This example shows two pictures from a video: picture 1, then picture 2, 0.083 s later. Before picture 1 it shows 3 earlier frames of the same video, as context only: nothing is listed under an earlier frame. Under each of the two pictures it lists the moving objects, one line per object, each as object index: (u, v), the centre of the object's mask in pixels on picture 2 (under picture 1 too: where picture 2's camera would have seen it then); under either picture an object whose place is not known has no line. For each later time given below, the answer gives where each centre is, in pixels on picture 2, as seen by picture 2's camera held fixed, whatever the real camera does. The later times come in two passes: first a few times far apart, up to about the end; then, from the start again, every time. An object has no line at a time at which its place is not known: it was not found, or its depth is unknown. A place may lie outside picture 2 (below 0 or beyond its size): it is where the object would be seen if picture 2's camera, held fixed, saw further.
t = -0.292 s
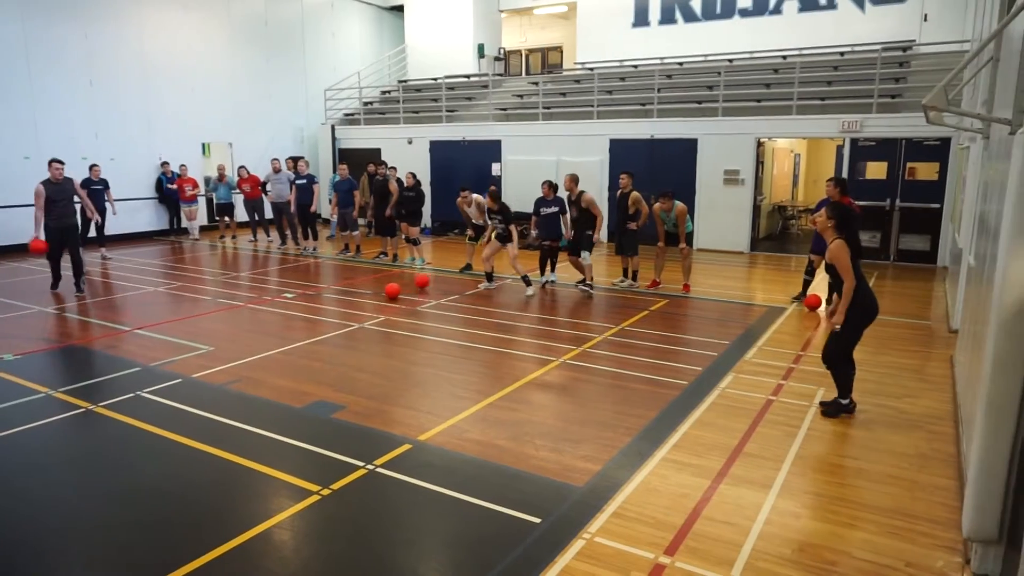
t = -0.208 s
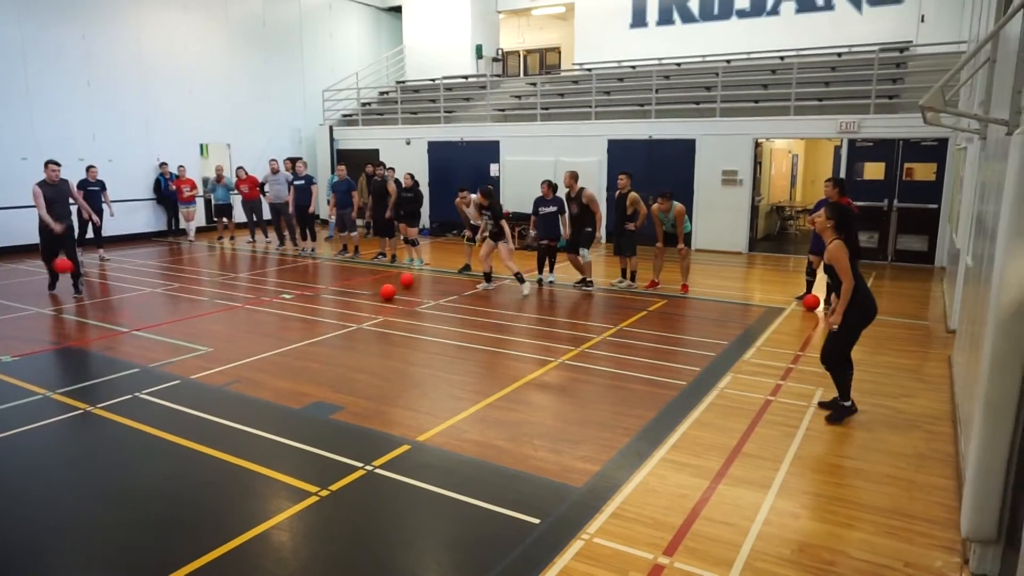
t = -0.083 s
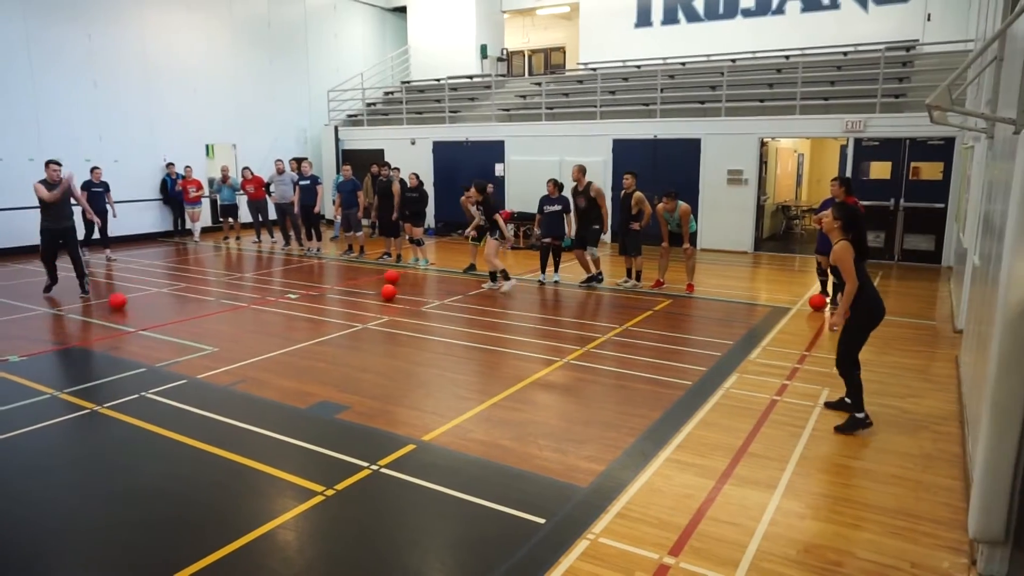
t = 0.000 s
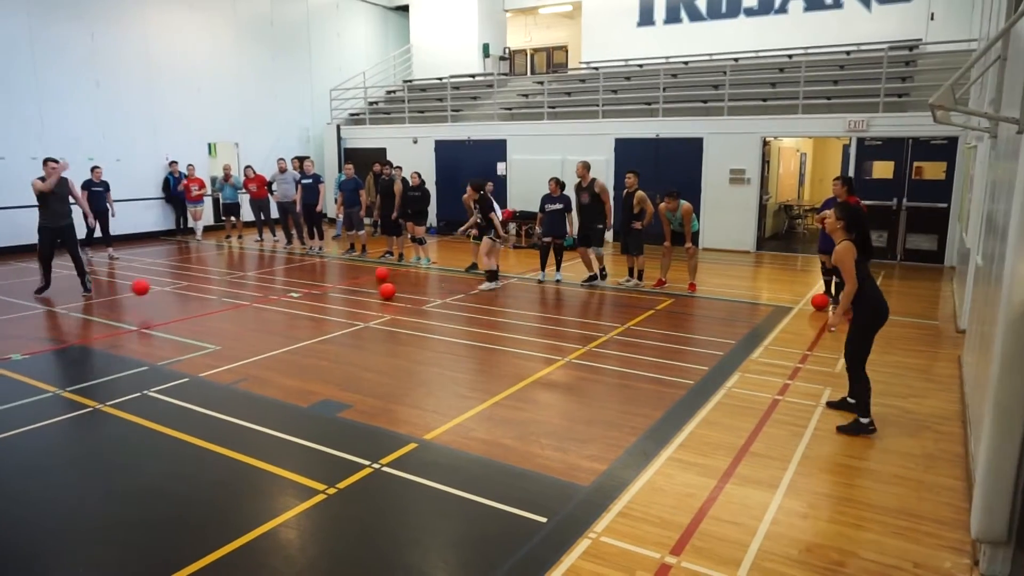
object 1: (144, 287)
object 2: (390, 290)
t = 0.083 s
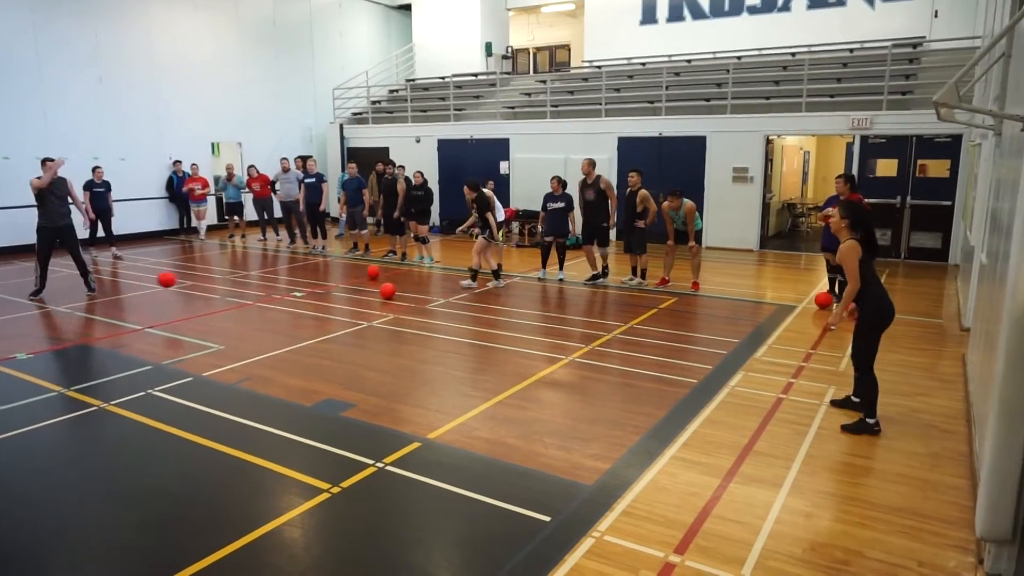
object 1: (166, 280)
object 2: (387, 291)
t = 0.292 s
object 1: (223, 285)
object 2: (381, 292)
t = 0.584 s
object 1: (313, 308)
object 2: (371, 293)
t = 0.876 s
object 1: (400, 329)
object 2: (363, 294)
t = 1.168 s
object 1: (498, 340)
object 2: (353, 296)
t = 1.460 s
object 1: (595, 355)
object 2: (345, 296)
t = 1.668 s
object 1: (674, 366)
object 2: (339, 297)
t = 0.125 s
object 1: (176, 278)
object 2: (387, 291)
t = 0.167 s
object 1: (190, 277)
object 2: (385, 291)
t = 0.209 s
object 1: (199, 278)
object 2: (384, 291)
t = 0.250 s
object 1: (214, 281)
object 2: (382, 292)
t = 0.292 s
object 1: (223, 285)
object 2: (381, 292)
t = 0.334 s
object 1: (239, 292)
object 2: (379, 292)
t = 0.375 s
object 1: (249, 298)
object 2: (379, 292)
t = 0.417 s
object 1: (265, 308)
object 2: (377, 292)
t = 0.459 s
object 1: (275, 318)
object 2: (376, 292)
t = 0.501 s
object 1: (289, 313)
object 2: (374, 292)
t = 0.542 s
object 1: (299, 311)
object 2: (373, 293)
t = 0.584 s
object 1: (313, 308)
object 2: (371, 293)
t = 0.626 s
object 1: (323, 308)
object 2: (370, 293)
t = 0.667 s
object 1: (338, 310)
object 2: (369, 293)
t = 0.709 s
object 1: (349, 313)
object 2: (368, 293)
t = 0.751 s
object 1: (364, 318)
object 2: (366, 294)
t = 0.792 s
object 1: (375, 323)
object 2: (365, 294)
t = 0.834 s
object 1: (391, 331)
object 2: (363, 294)
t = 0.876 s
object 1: (400, 329)
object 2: (363, 294)
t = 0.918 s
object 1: (416, 328)
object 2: (361, 294)
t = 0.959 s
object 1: (427, 328)
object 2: (360, 295)
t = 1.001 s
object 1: (443, 331)
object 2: (358, 295)
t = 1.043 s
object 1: (454, 334)
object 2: (357, 295)
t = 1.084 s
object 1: (471, 341)
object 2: (355, 296)
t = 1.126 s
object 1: (482, 339)
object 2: (355, 296)
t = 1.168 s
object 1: (498, 340)
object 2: (353, 296)
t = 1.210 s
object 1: (510, 342)
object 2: (352, 296)
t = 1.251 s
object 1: (526, 347)
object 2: (351, 296)
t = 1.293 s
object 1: (538, 348)
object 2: (350, 296)
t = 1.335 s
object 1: (555, 349)
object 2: (348, 296)
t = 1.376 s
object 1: (567, 352)
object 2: (348, 296)
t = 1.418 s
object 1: (584, 354)
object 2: (346, 296)
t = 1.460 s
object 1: (595, 355)
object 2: (345, 296)
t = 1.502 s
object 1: (614, 358)
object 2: (344, 297)
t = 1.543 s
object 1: (626, 359)
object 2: (343, 297)
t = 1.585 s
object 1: (644, 362)
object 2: (341, 297)
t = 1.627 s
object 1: (656, 364)
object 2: (340, 297)
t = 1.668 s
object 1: (674, 366)
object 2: (339, 297)
